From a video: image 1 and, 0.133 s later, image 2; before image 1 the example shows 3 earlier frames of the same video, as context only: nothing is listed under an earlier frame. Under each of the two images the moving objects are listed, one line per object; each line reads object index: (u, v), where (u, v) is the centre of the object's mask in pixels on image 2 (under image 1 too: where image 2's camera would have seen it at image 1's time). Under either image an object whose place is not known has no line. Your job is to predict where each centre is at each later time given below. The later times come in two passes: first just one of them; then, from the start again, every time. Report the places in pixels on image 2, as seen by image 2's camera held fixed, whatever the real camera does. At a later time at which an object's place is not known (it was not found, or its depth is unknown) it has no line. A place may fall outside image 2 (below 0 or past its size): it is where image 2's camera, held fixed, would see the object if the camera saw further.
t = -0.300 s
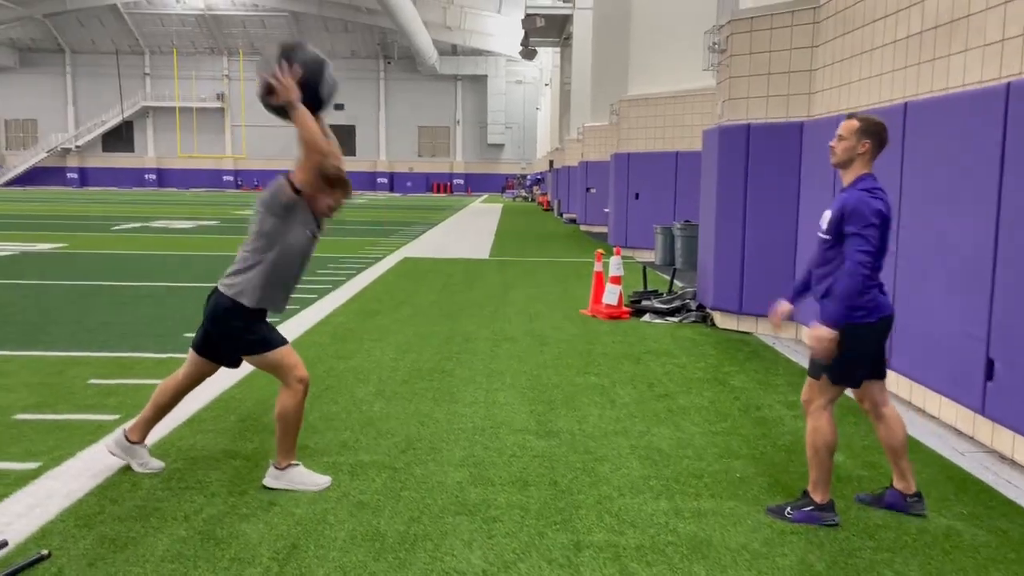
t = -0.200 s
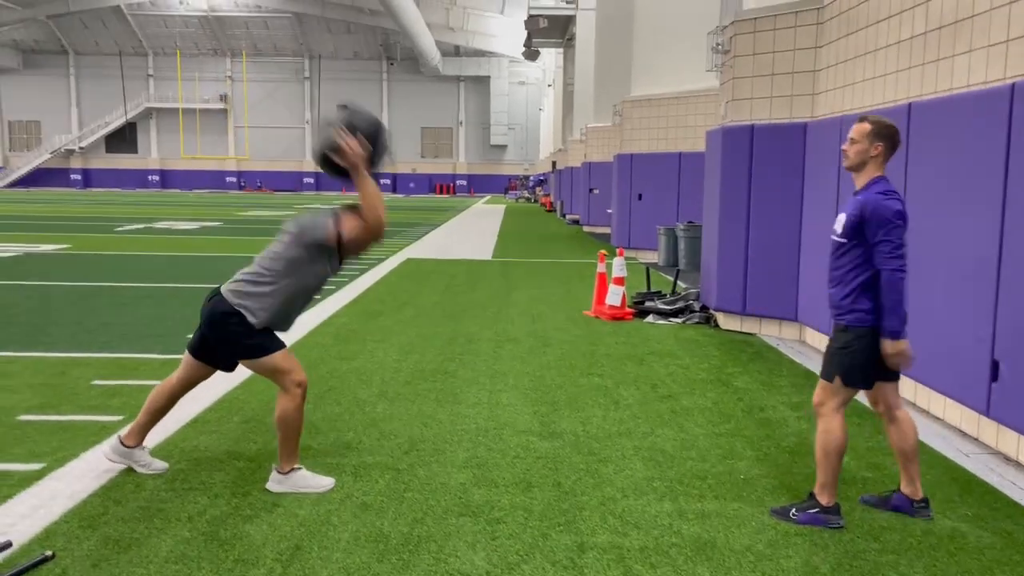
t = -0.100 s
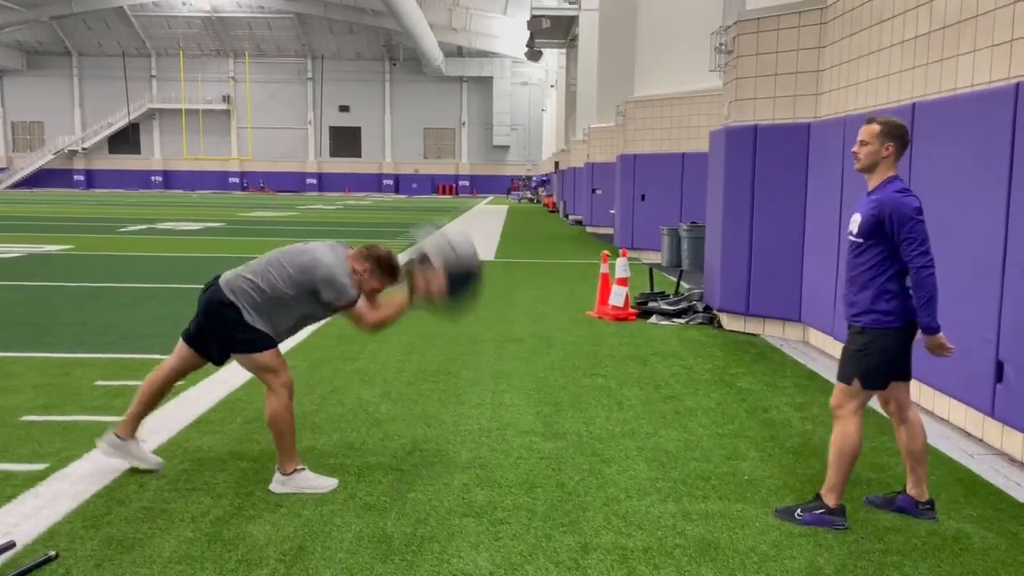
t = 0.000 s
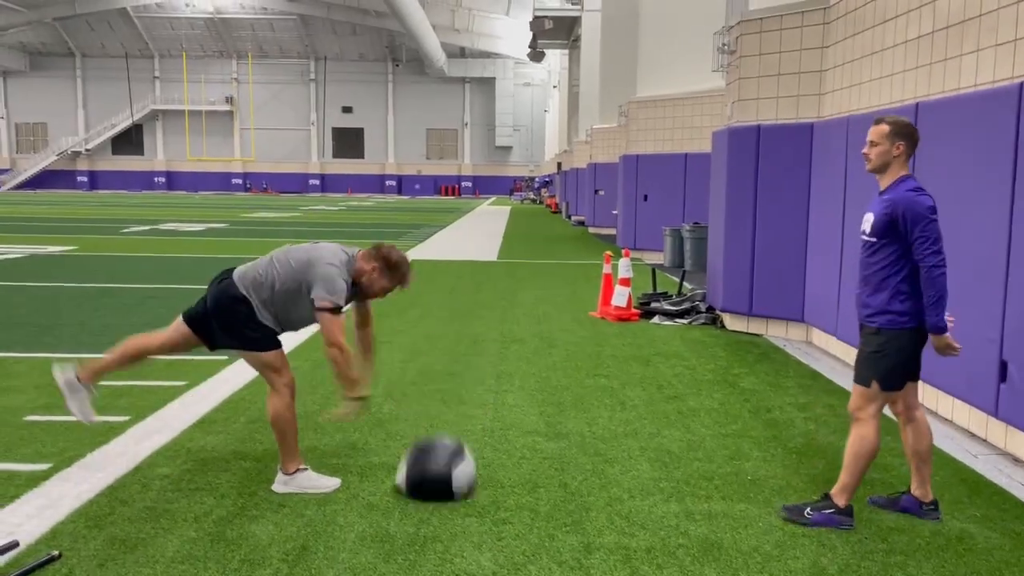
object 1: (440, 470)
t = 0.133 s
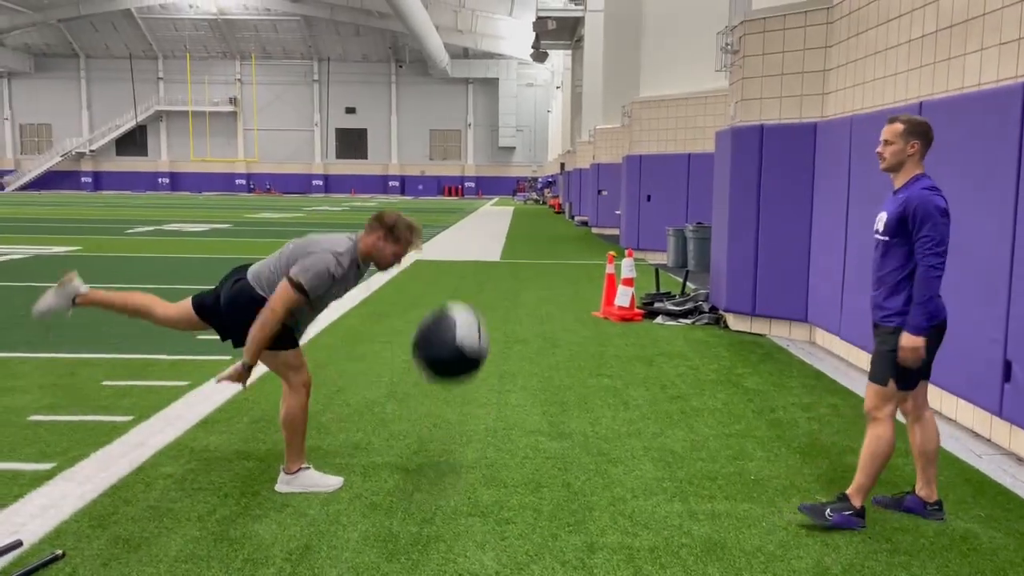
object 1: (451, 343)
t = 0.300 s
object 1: (464, 228)
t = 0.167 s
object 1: (454, 315)
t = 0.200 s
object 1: (456, 292)
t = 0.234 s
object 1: (458, 269)
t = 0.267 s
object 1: (461, 248)
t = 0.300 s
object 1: (464, 228)
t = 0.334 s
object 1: (466, 212)
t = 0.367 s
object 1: (469, 198)
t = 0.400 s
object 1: (472, 187)
